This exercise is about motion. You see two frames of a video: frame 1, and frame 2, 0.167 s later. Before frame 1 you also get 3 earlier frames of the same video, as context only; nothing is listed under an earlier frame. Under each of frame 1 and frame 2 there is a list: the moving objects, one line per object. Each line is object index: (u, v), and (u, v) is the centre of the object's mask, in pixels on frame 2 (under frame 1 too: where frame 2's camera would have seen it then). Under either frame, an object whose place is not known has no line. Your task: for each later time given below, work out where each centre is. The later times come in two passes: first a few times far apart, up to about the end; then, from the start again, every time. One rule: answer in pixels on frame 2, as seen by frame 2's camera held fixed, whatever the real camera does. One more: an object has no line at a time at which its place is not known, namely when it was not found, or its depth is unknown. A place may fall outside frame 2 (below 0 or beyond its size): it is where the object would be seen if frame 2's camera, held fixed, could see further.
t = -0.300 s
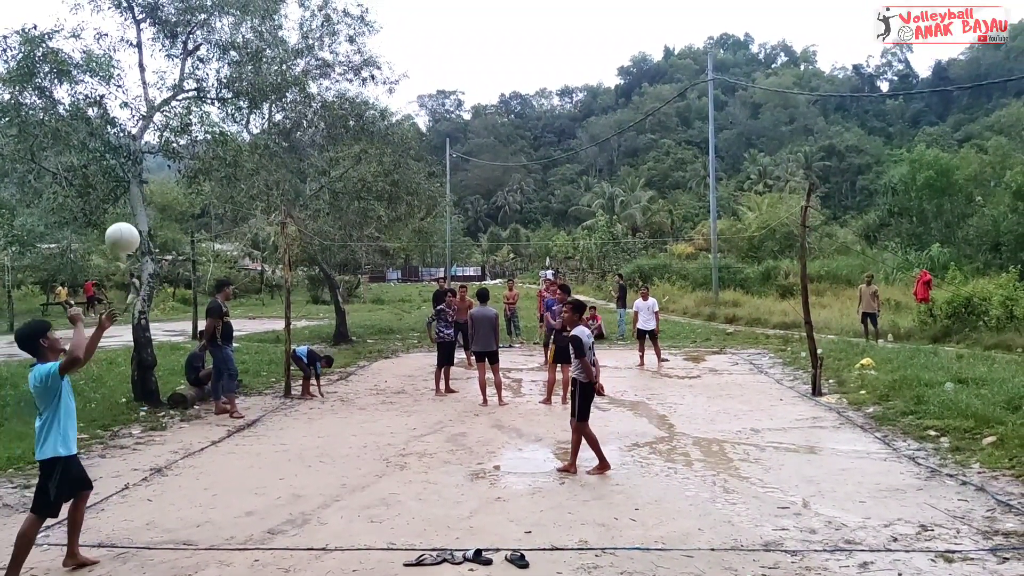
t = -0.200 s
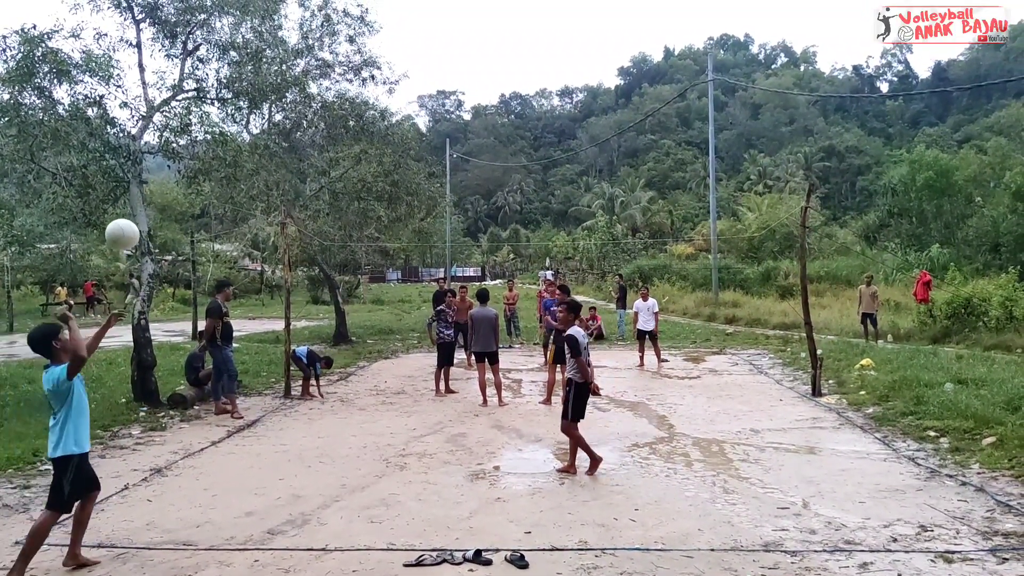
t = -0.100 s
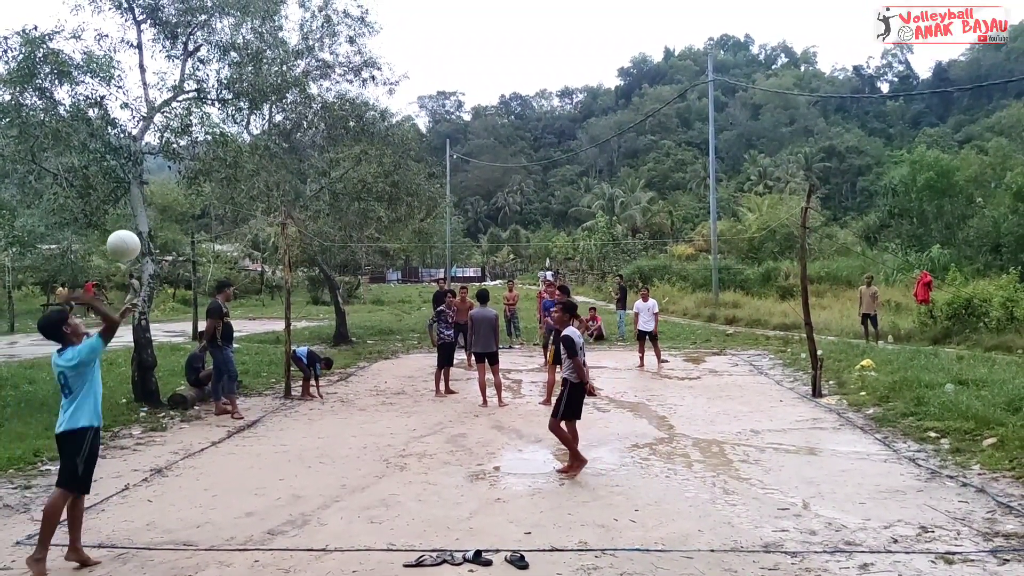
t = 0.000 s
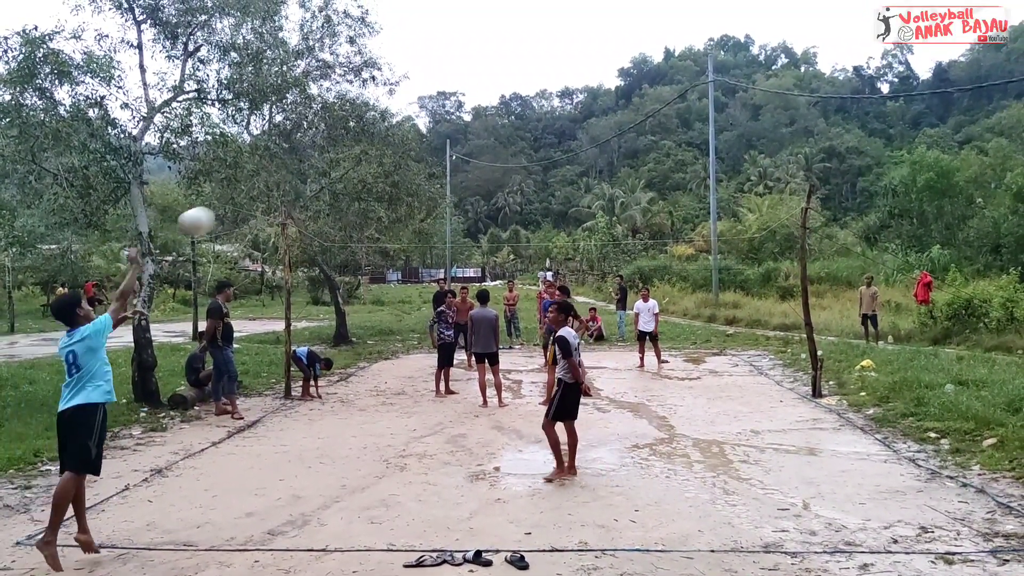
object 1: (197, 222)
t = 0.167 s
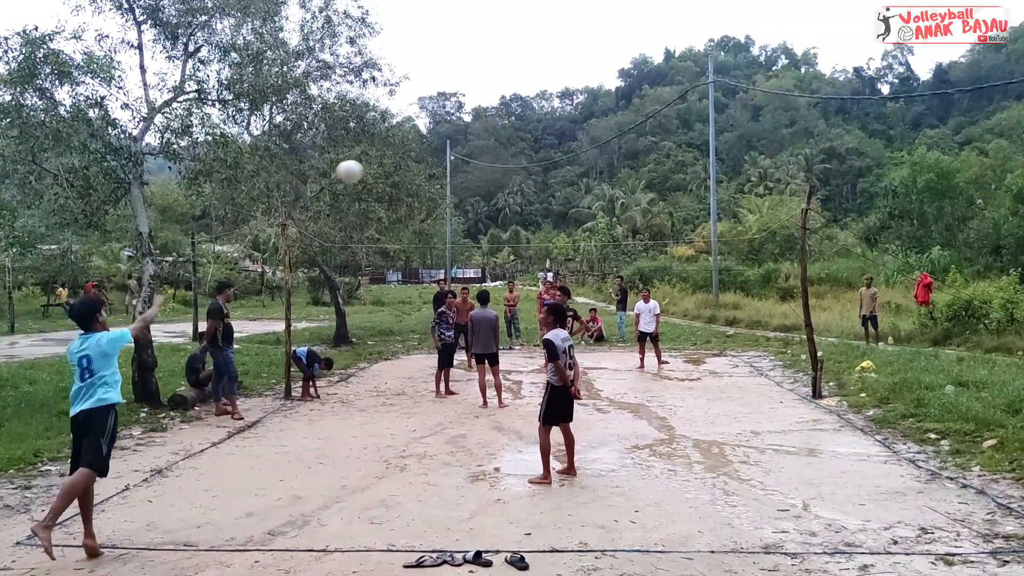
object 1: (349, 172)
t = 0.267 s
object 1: (412, 162)
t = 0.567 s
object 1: (538, 184)
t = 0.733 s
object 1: (585, 215)
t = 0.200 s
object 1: (372, 167)
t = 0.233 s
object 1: (393, 164)
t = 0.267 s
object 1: (412, 162)
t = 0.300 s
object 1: (430, 161)
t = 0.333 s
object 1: (447, 161)
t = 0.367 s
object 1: (463, 162)
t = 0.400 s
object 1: (477, 164)
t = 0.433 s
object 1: (491, 167)
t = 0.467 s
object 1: (503, 171)
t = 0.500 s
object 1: (516, 175)
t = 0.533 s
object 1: (527, 179)
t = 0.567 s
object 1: (538, 184)
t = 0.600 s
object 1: (548, 189)
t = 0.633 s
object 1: (558, 195)
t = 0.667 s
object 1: (567, 201)
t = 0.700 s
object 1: (576, 208)
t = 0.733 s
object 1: (585, 215)
